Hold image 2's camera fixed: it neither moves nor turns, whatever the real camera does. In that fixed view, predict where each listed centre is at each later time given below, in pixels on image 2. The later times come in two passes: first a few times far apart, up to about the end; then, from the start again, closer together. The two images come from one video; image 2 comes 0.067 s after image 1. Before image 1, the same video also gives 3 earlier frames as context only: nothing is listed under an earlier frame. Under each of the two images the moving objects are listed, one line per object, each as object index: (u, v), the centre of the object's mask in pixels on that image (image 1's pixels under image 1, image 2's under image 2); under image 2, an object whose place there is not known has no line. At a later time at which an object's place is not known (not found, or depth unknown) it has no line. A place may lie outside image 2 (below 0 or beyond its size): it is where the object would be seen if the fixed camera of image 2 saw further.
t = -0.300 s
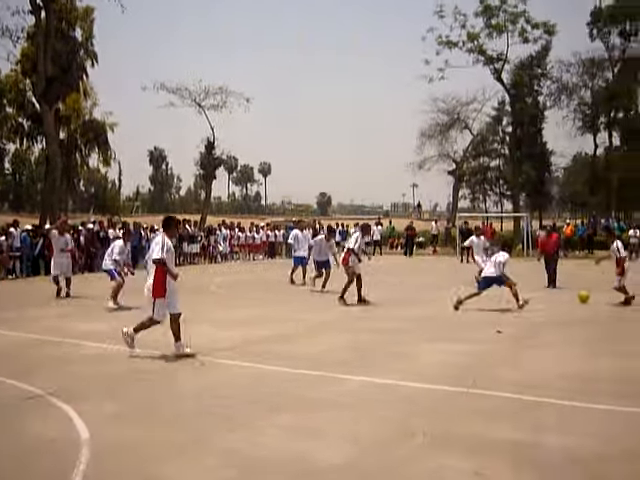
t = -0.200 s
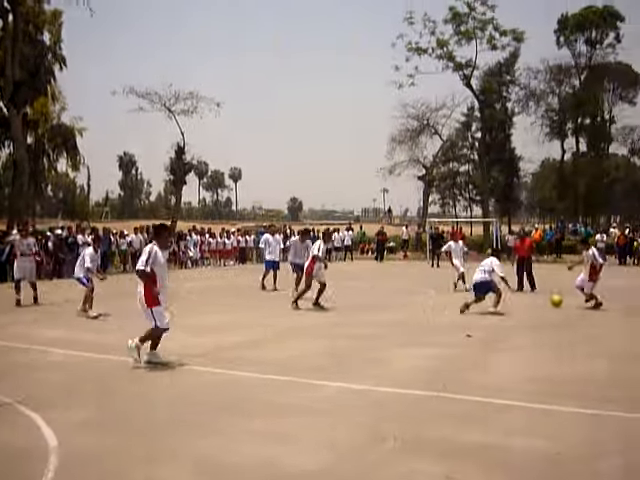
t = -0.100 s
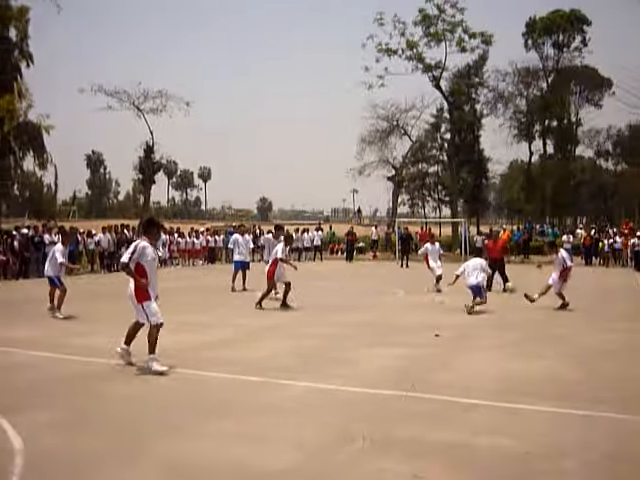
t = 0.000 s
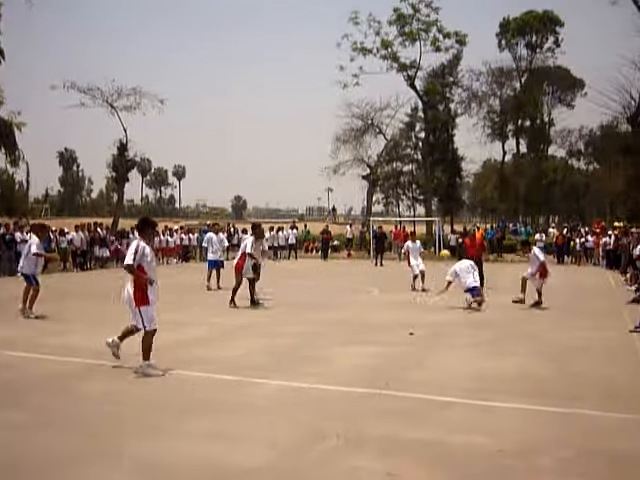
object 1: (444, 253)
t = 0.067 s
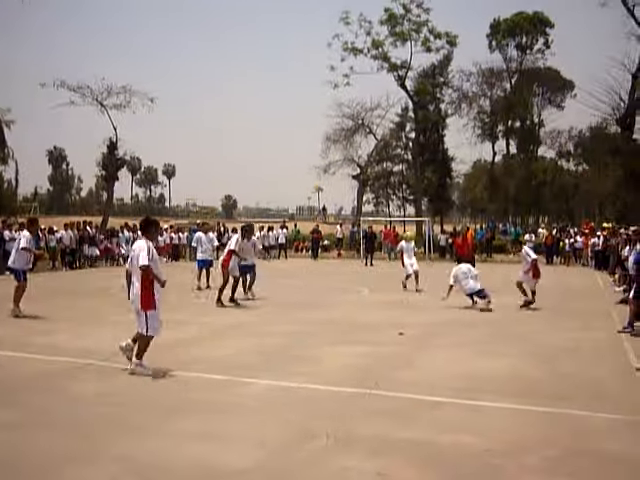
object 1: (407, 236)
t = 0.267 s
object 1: (327, 192)
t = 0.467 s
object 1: (242, 164)
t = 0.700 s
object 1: (140, 158)
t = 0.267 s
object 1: (327, 192)
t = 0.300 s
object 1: (314, 187)
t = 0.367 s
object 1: (285, 177)
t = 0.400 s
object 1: (271, 172)
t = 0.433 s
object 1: (257, 168)
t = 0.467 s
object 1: (242, 164)
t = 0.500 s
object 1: (228, 162)
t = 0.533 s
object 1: (214, 160)
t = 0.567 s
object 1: (200, 159)
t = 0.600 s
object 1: (185, 157)
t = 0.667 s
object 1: (155, 158)
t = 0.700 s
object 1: (140, 158)
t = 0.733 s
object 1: (124, 158)
